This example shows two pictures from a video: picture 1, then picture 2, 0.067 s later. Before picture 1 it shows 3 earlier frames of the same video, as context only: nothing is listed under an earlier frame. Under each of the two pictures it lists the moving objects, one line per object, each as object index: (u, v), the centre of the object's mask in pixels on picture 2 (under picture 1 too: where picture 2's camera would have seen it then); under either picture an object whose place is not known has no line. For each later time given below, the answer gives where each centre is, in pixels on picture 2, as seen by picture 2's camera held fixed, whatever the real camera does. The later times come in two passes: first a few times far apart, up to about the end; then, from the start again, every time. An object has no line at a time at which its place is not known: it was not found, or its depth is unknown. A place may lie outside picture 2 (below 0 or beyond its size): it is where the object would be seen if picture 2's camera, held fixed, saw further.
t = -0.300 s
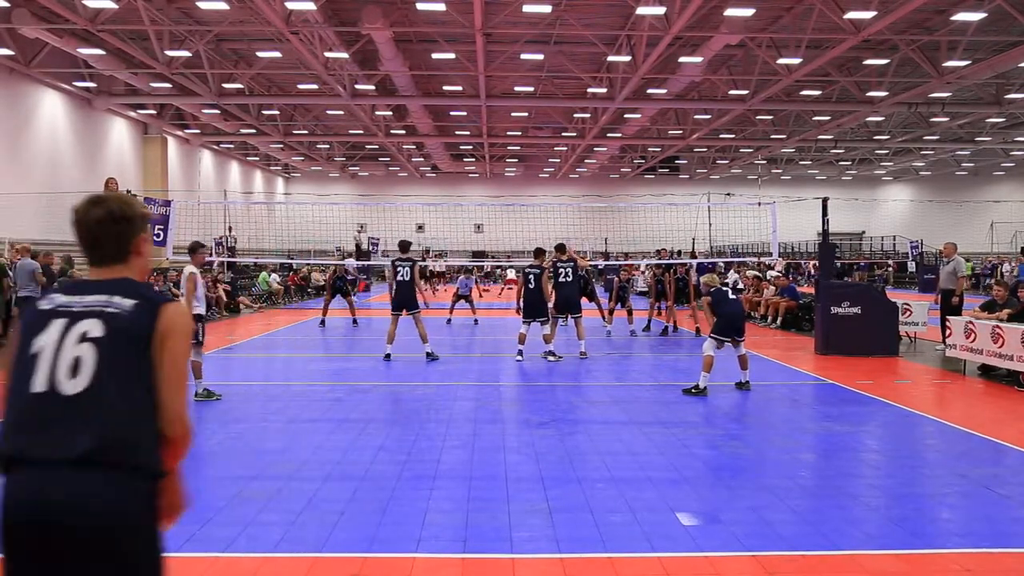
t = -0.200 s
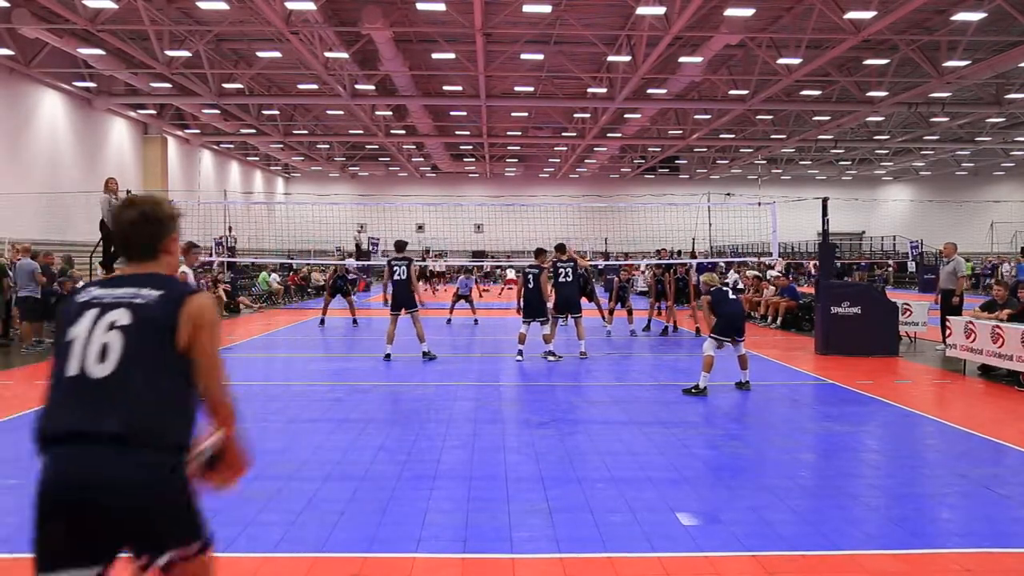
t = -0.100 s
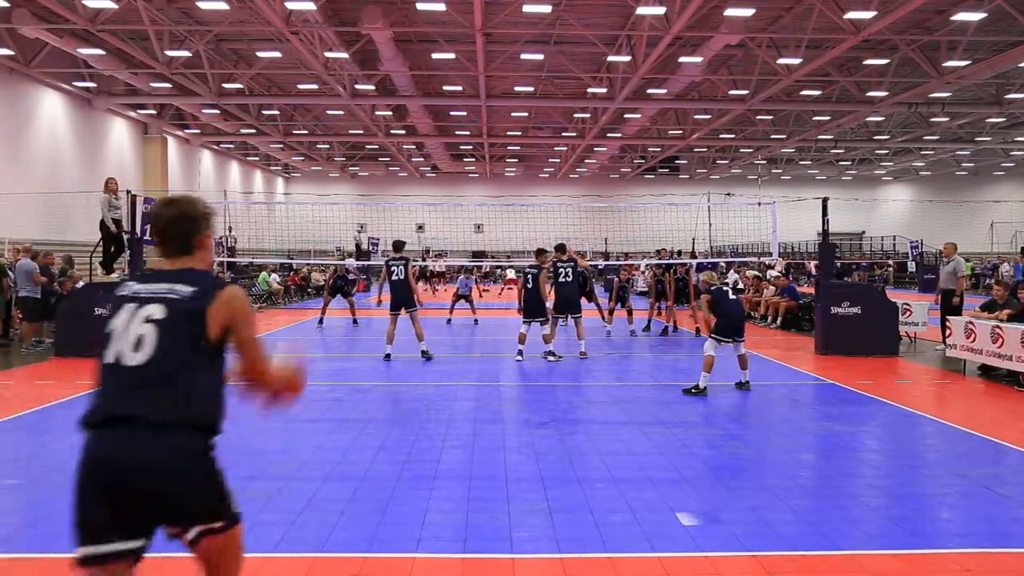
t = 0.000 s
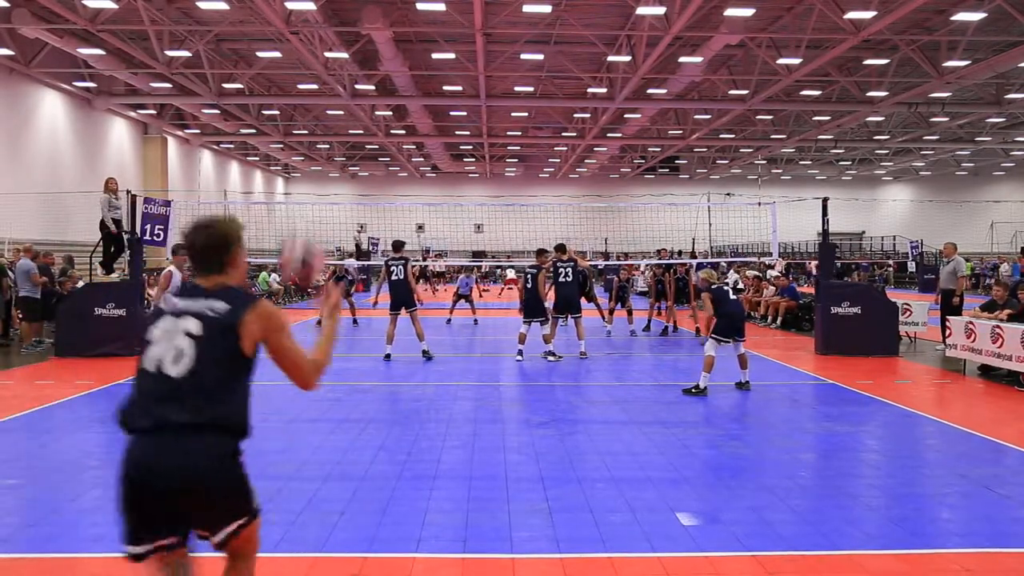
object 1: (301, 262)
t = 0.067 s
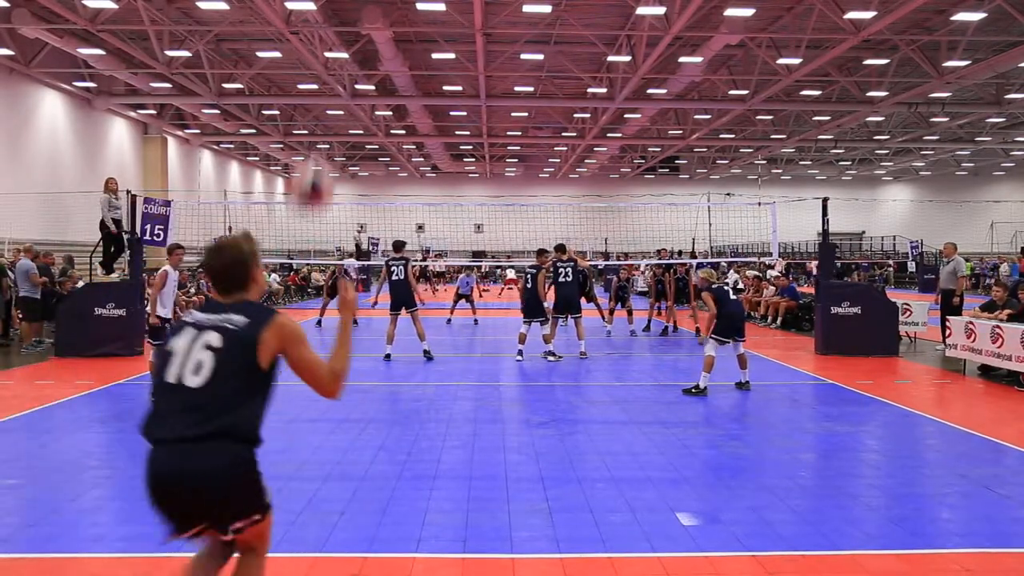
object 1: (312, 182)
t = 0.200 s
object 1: (327, 83)
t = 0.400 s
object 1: (346, 21)
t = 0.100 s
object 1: (316, 153)
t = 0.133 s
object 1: (318, 126)
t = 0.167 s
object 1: (323, 105)
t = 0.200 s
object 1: (327, 83)
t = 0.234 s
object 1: (329, 65)
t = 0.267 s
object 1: (333, 50)
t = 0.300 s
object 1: (335, 39)
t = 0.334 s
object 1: (339, 30)
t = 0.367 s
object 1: (343, 24)
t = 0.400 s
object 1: (346, 21)
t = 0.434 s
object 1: (350, 19)
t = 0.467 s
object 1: (353, 19)
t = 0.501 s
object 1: (356, 20)
